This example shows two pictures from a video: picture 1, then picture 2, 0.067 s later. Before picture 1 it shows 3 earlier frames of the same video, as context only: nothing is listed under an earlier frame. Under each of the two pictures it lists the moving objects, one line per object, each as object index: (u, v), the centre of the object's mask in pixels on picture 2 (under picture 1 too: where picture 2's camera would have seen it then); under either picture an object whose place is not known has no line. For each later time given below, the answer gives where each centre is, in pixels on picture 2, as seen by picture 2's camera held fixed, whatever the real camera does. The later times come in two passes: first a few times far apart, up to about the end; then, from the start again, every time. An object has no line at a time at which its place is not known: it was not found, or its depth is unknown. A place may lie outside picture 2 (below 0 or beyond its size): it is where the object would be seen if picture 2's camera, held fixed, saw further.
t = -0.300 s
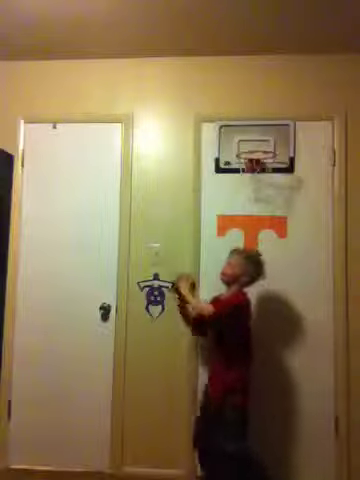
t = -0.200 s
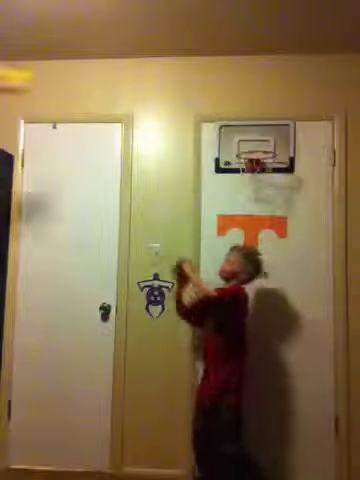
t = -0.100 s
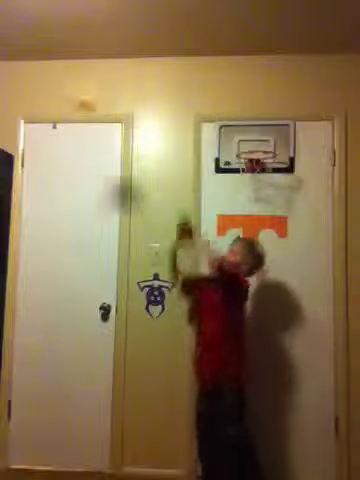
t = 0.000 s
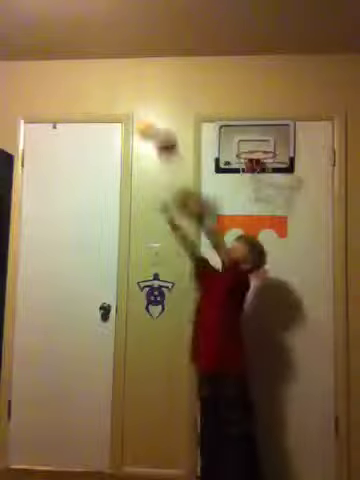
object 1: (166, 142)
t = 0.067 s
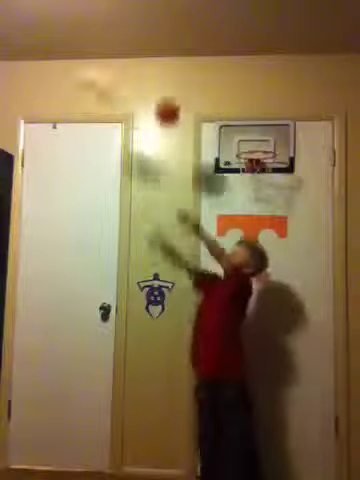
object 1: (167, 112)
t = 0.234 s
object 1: (171, 69)
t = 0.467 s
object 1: (176, 99)
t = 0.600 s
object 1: (176, 171)
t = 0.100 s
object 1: (168, 99)
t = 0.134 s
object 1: (168, 88)
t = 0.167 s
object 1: (169, 80)
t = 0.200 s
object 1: (170, 75)
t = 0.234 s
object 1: (171, 69)
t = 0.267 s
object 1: (172, 67)
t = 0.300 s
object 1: (172, 67)
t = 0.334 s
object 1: (173, 68)
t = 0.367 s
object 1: (174, 71)
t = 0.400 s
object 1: (174, 78)
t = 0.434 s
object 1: (175, 87)
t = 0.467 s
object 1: (176, 99)
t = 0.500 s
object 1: (176, 112)
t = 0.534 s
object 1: (176, 128)
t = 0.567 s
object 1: (177, 147)
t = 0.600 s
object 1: (176, 171)
